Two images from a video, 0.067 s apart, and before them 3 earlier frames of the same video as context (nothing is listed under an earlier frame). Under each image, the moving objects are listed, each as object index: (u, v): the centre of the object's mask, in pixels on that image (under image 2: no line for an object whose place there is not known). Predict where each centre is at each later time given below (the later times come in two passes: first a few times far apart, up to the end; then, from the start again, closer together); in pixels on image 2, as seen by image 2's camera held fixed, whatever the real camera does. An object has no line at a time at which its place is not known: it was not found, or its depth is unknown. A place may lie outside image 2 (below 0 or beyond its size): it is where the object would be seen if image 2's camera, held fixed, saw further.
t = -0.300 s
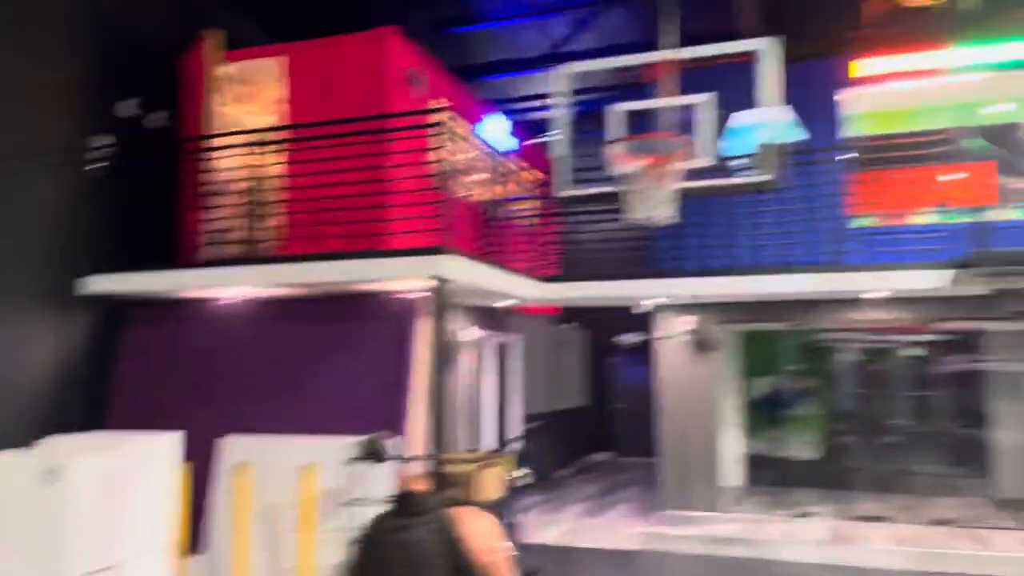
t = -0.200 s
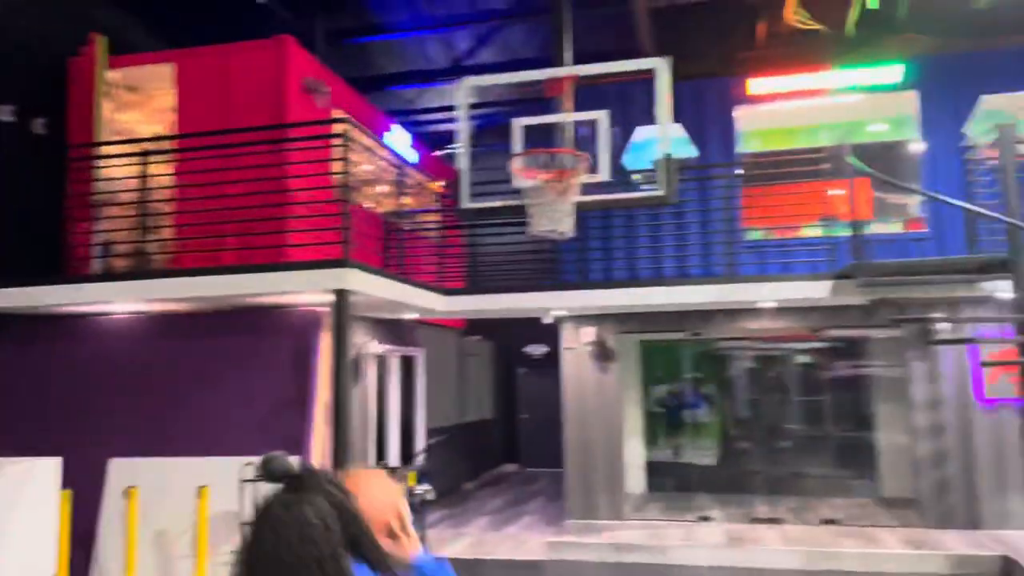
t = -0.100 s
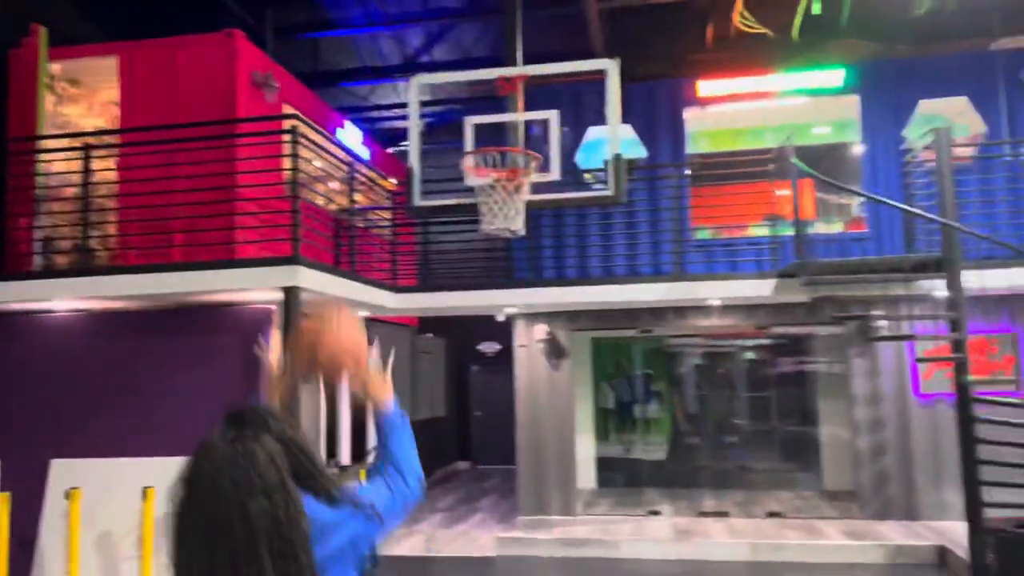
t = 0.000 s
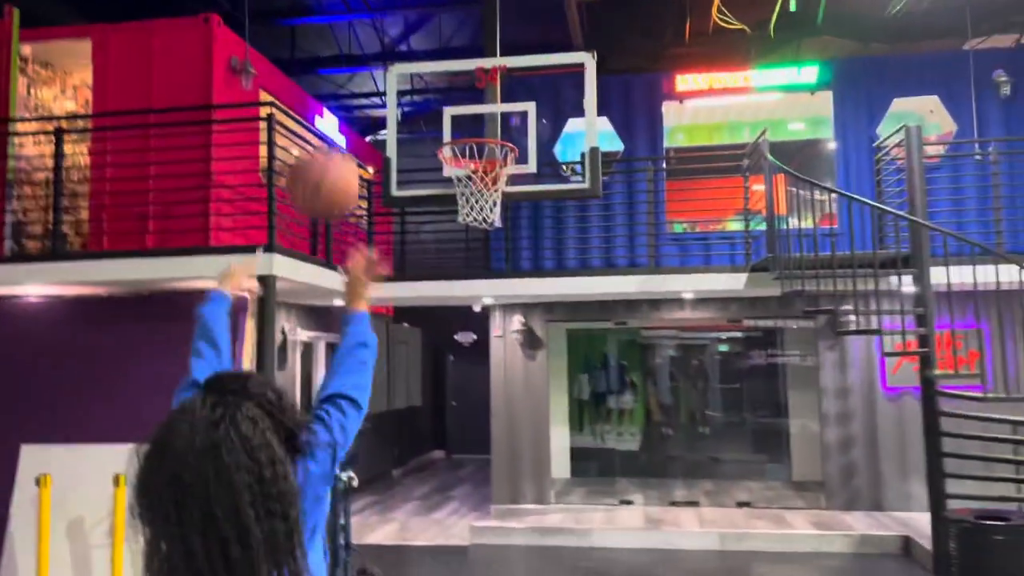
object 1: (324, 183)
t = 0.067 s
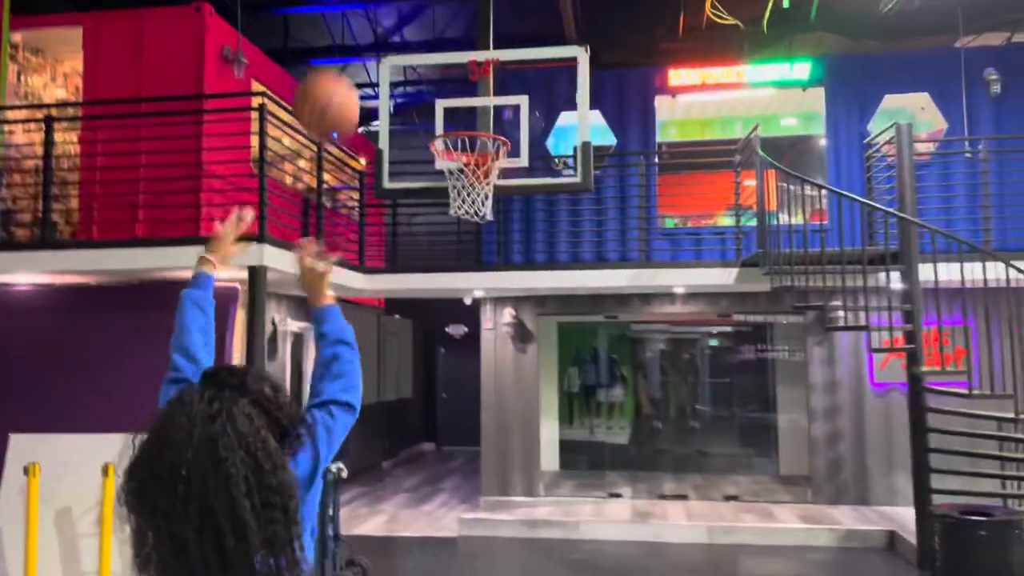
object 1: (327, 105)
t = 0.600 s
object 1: (372, 48)
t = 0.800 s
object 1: (385, 148)
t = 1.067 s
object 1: (394, 341)
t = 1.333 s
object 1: (404, 580)
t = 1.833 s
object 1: (425, 372)
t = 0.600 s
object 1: (372, 48)
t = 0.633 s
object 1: (373, 61)
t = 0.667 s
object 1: (376, 76)
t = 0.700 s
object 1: (378, 94)
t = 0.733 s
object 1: (380, 111)
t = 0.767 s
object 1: (382, 130)
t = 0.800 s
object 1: (385, 148)
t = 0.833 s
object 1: (385, 169)
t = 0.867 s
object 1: (388, 191)
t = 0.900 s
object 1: (387, 214)
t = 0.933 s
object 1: (389, 239)
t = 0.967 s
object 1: (390, 262)
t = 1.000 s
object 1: (391, 289)
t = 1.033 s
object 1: (393, 315)
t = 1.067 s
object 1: (394, 341)
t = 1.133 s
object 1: (393, 399)
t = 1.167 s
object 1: (394, 428)
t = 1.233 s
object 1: (399, 489)
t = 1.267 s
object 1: (400, 523)
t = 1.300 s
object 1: (403, 556)
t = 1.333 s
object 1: (404, 580)
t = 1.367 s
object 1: (406, 566)
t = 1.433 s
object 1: (407, 518)
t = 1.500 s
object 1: (408, 476)
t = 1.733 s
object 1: (420, 388)
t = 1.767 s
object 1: (423, 381)
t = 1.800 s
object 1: (424, 376)
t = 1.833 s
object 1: (425, 372)
